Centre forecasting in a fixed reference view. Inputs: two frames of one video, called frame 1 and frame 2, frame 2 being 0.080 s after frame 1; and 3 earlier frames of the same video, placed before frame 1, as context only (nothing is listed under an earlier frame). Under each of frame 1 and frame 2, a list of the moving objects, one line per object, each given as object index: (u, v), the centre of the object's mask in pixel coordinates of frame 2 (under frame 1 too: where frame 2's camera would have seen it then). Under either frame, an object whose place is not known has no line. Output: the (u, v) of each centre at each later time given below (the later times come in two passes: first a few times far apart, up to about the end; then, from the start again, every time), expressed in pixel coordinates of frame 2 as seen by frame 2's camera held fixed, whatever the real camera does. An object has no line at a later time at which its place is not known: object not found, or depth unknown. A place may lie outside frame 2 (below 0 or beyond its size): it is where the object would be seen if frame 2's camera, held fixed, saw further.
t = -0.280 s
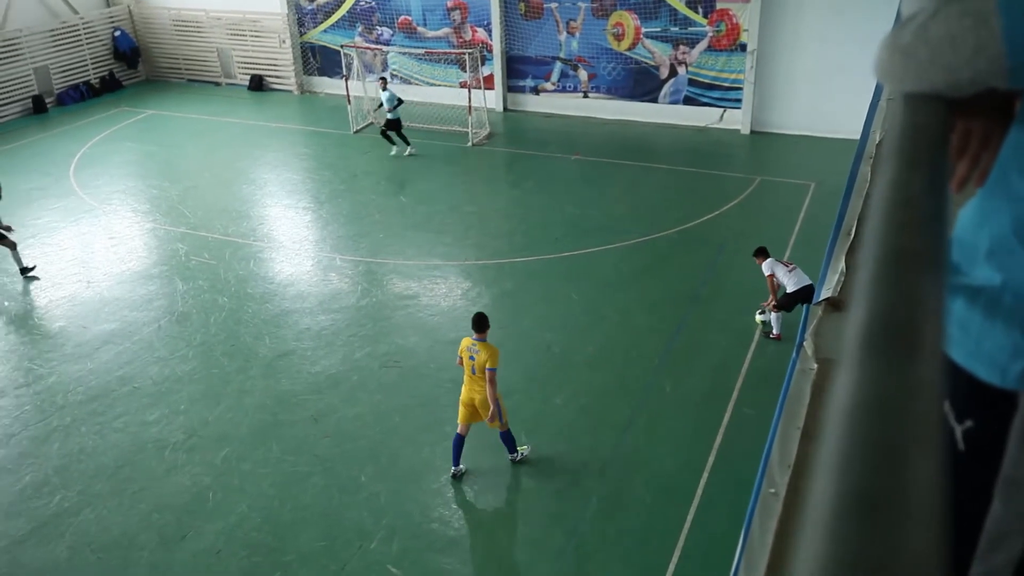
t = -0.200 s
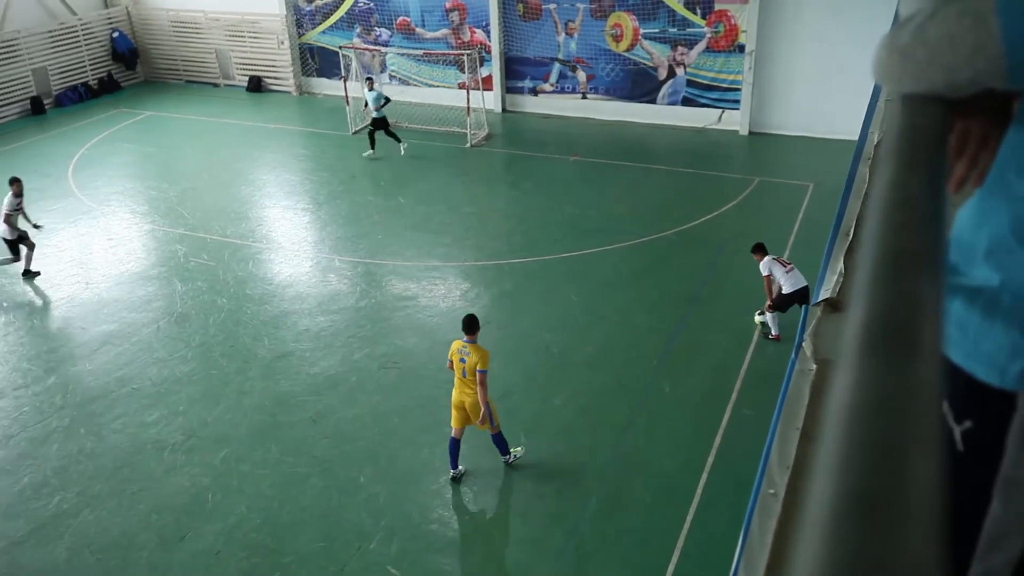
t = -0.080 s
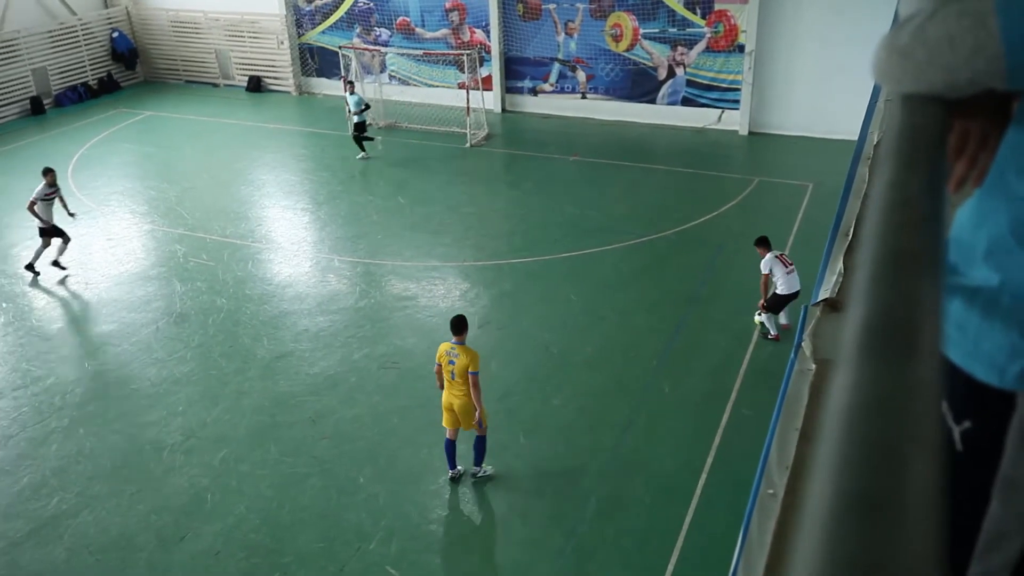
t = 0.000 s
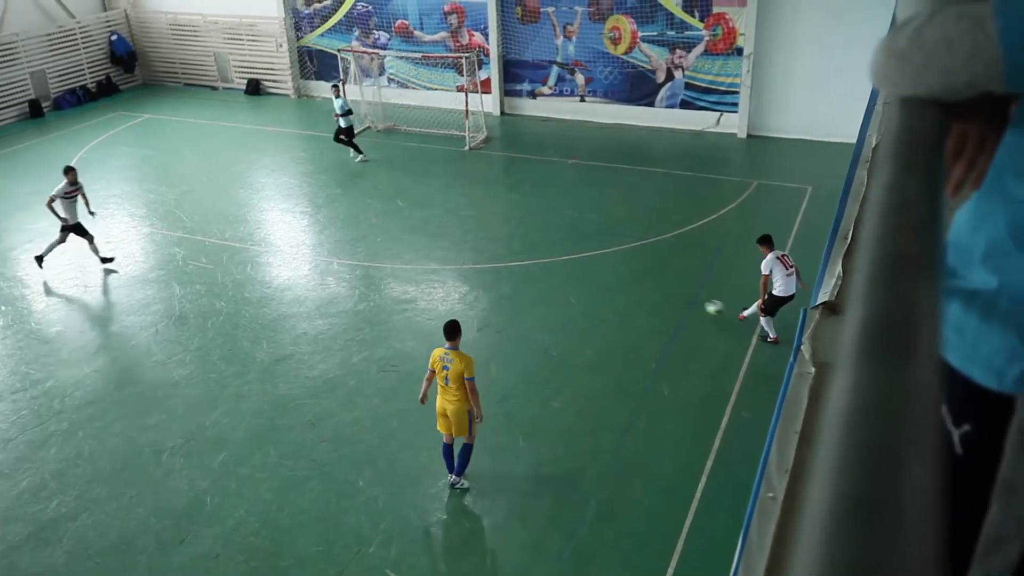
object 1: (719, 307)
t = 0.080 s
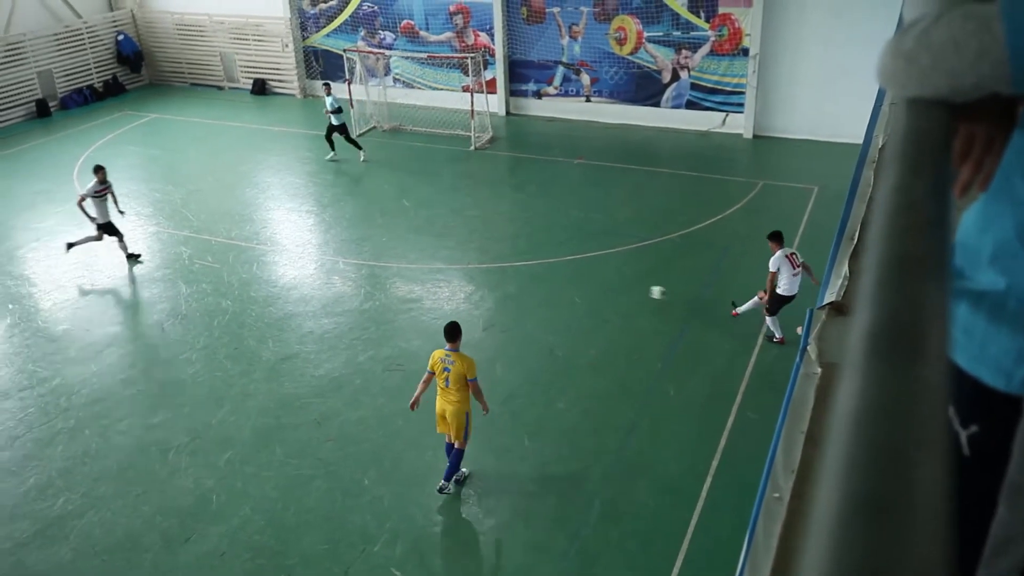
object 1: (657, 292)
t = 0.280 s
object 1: (522, 273)
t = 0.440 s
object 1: (442, 258)
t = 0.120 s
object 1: (628, 287)
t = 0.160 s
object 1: (600, 282)
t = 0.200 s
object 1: (571, 280)
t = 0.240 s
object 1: (545, 278)
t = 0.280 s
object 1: (522, 273)
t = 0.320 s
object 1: (501, 268)
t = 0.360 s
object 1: (481, 265)
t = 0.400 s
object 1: (460, 262)
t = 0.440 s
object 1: (442, 258)
